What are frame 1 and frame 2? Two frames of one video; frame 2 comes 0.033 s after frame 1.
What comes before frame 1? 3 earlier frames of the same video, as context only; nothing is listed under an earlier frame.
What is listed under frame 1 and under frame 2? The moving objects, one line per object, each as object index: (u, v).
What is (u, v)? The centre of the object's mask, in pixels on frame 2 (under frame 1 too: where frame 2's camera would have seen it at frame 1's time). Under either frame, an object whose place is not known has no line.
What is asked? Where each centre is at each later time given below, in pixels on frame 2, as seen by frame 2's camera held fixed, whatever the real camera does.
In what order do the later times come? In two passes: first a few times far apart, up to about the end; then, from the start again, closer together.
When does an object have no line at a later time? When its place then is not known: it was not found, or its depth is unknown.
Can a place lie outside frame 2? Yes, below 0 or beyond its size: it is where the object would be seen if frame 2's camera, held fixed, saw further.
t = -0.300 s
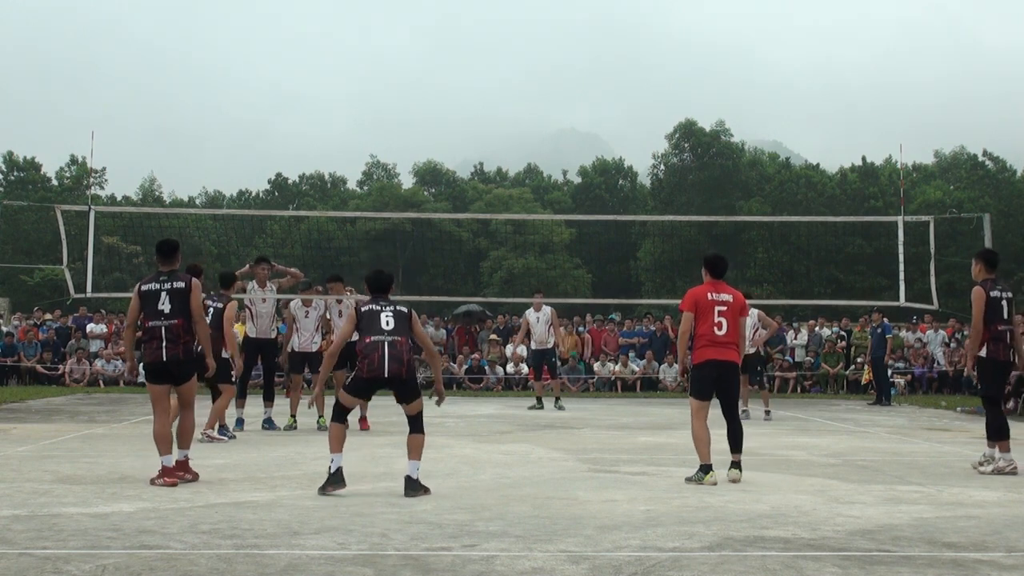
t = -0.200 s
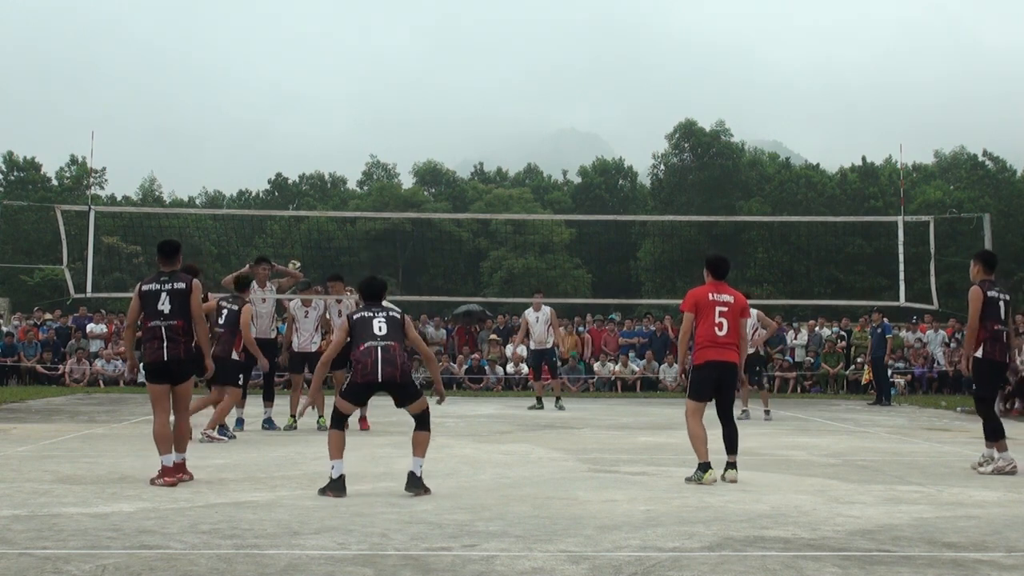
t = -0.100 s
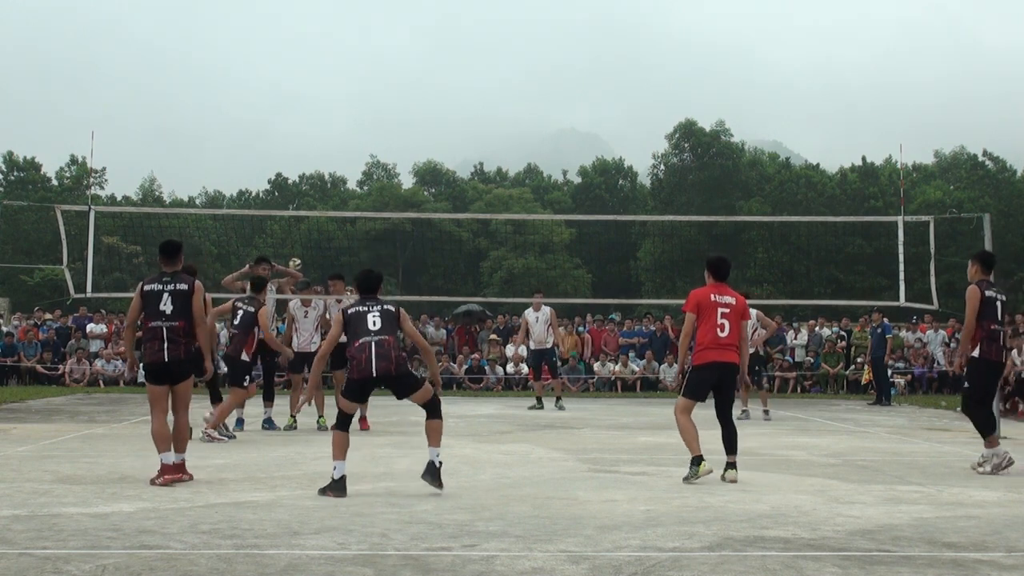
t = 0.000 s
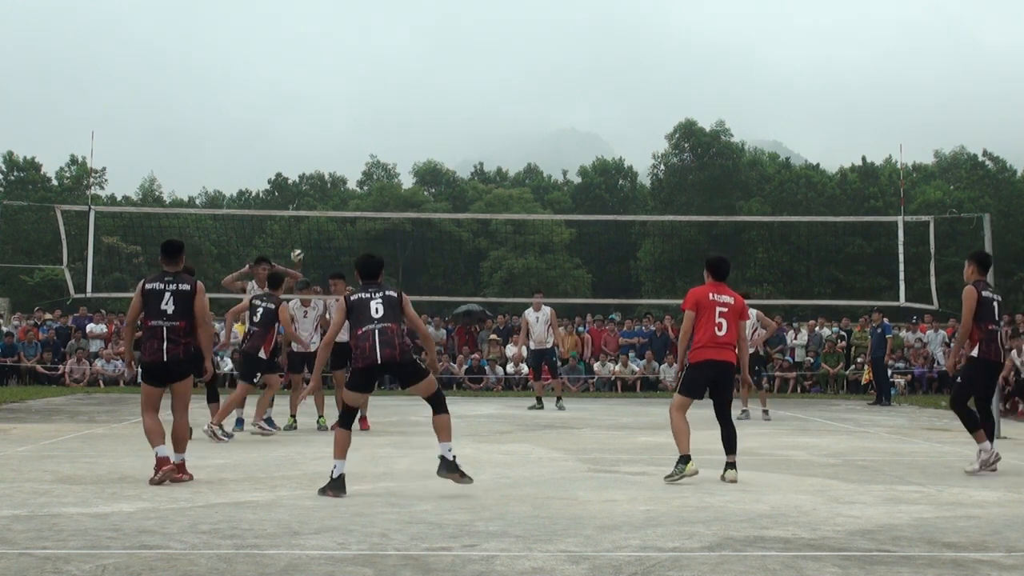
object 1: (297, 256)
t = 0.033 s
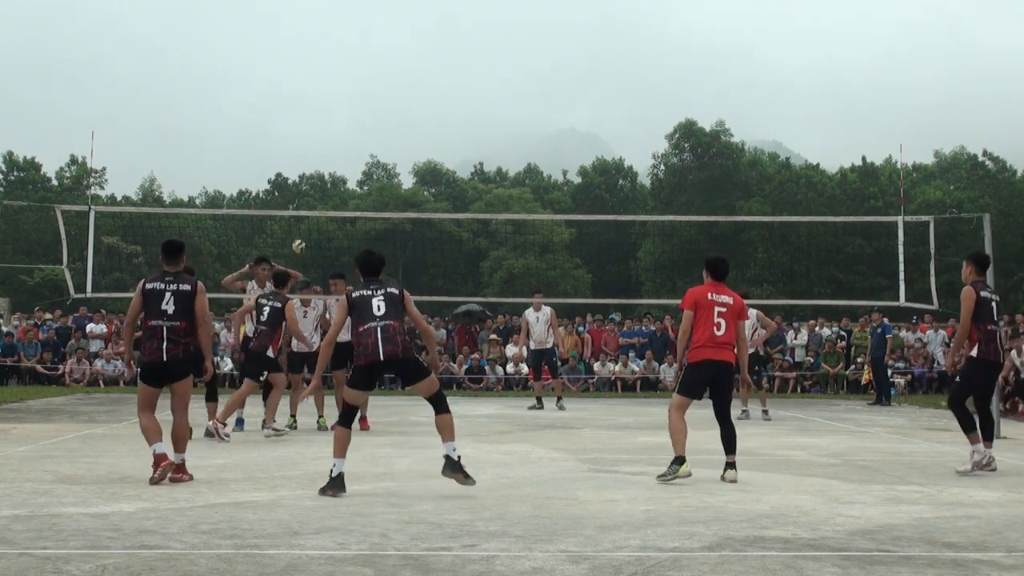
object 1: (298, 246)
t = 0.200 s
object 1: (305, 205)
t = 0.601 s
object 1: (318, 164)
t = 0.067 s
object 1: (300, 237)
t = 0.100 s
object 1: (301, 229)
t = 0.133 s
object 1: (302, 221)
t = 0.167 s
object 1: (303, 211)
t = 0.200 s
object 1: (305, 205)
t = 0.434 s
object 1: (312, 168)
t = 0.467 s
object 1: (313, 165)
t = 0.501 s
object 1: (314, 163)
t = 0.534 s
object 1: (315, 162)
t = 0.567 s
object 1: (316, 163)
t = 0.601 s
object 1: (318, 164)
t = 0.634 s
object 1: (319, 166)
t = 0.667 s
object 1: (321, 169)
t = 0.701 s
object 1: (323, 173)
